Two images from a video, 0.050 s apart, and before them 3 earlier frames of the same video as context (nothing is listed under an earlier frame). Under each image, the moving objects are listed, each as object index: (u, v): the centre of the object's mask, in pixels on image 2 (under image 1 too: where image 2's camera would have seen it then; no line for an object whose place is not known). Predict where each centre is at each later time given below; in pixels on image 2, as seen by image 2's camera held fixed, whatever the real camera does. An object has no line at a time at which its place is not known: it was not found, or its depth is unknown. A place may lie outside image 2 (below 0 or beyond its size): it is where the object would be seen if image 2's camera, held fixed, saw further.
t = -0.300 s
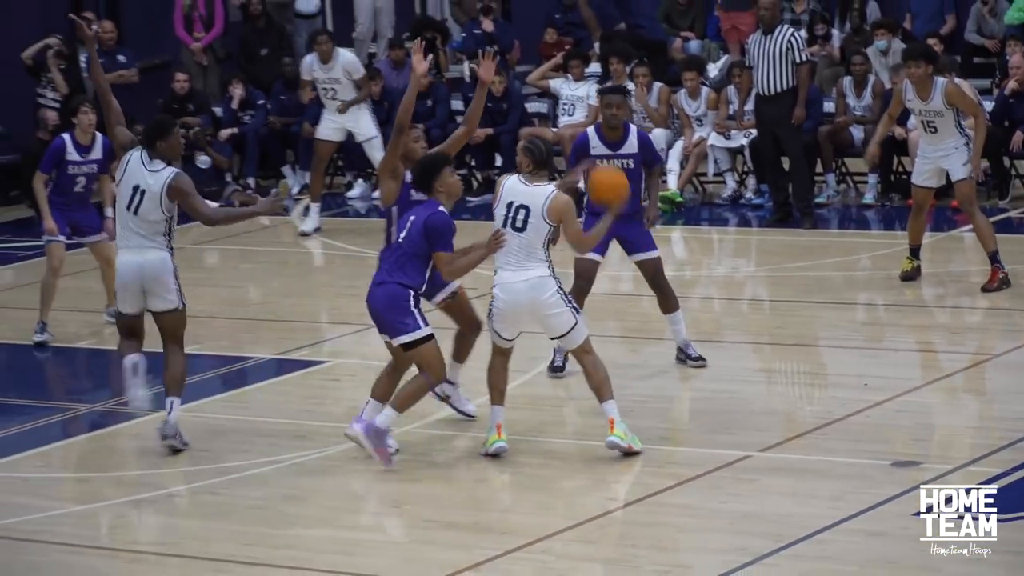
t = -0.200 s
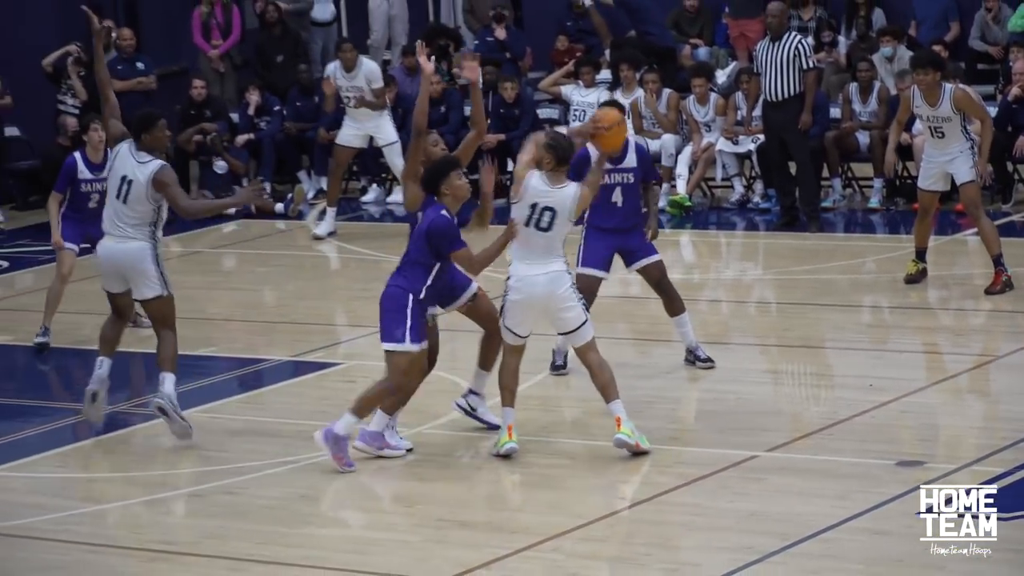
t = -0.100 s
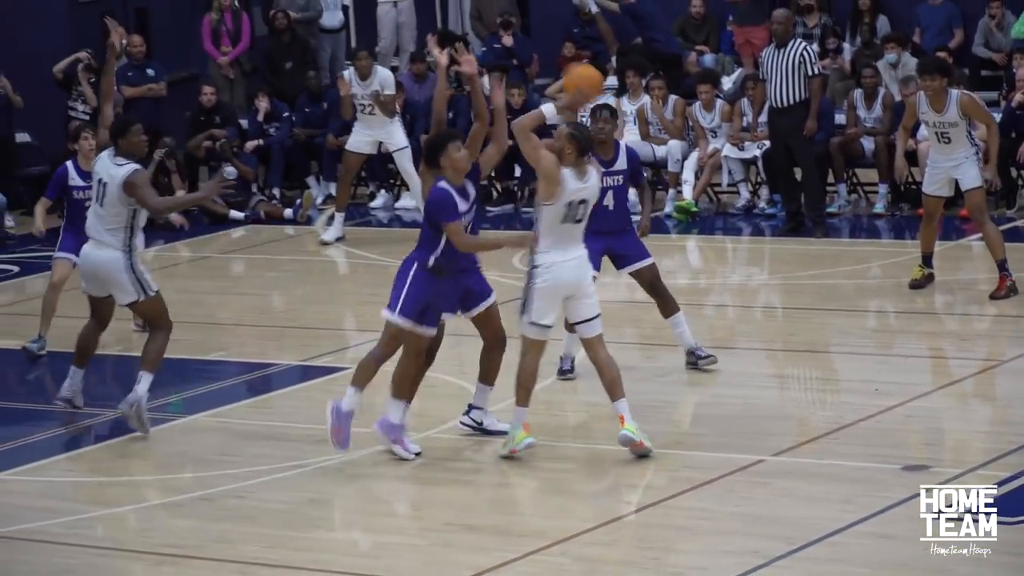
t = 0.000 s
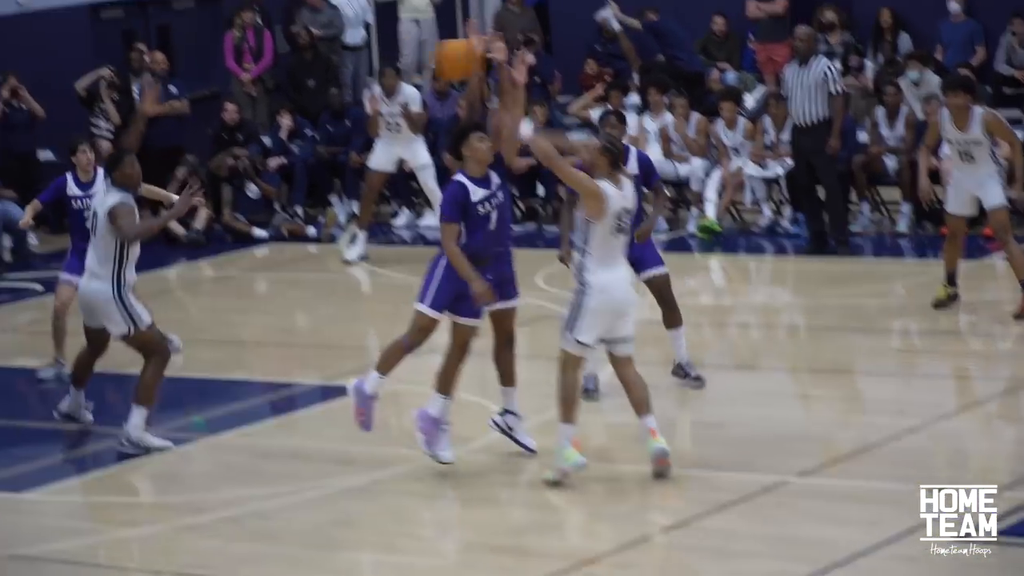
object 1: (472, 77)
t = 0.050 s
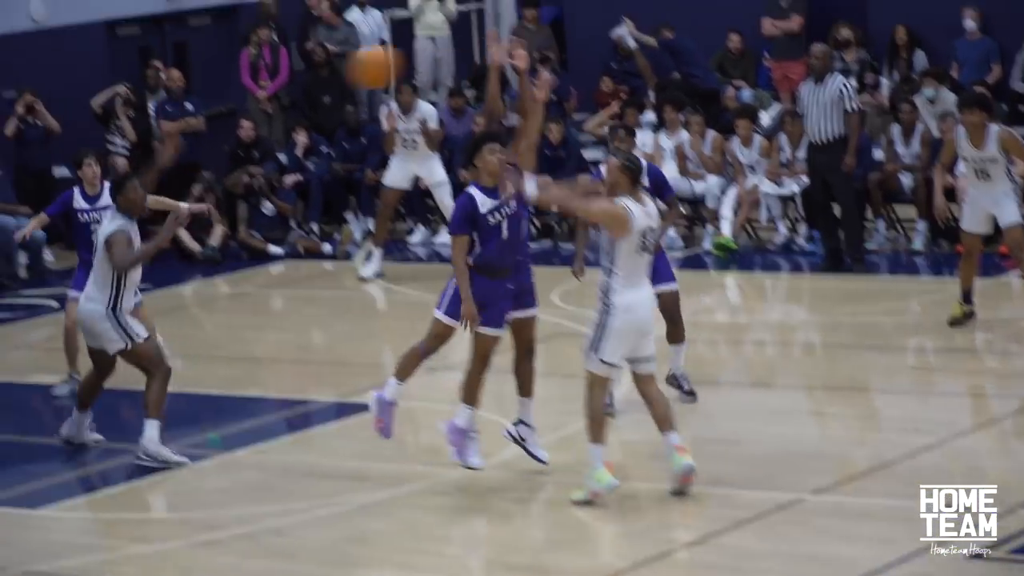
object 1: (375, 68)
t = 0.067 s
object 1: (338, 66)
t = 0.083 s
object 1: (311, 64)
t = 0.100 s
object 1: (277, 62)
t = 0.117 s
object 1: (241, 63)
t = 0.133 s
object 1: (210, 62)
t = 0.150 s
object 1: (180, 62)
